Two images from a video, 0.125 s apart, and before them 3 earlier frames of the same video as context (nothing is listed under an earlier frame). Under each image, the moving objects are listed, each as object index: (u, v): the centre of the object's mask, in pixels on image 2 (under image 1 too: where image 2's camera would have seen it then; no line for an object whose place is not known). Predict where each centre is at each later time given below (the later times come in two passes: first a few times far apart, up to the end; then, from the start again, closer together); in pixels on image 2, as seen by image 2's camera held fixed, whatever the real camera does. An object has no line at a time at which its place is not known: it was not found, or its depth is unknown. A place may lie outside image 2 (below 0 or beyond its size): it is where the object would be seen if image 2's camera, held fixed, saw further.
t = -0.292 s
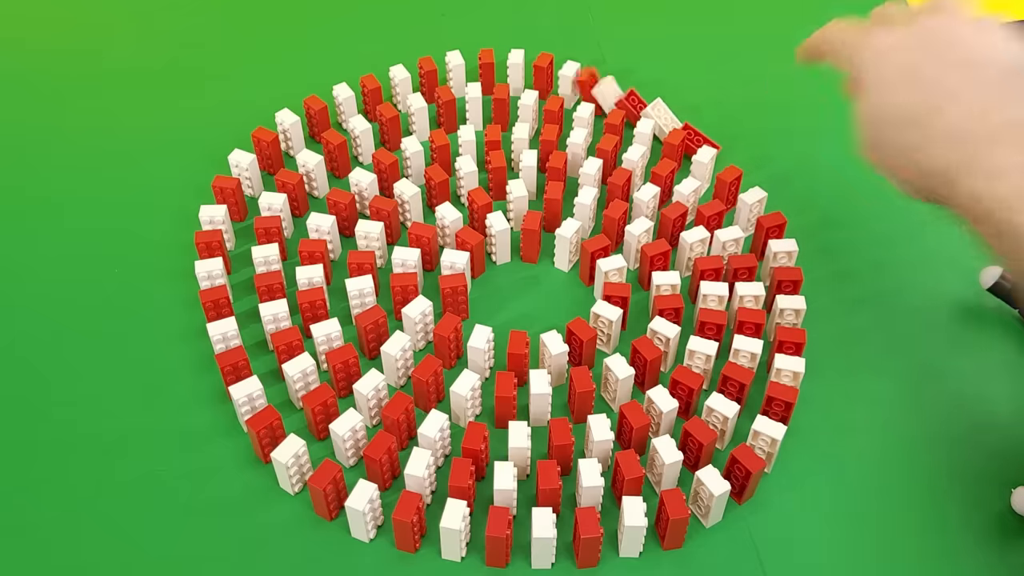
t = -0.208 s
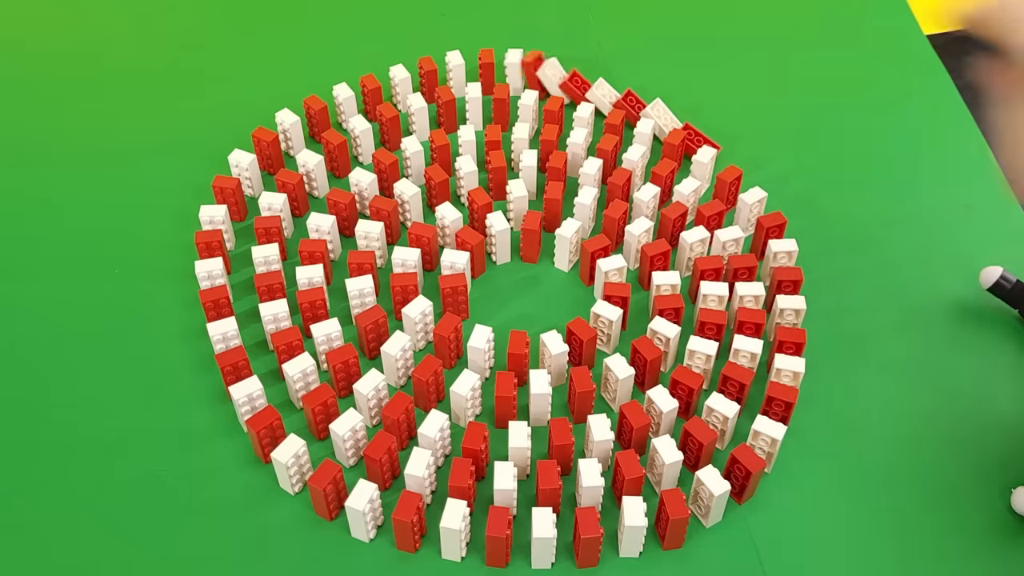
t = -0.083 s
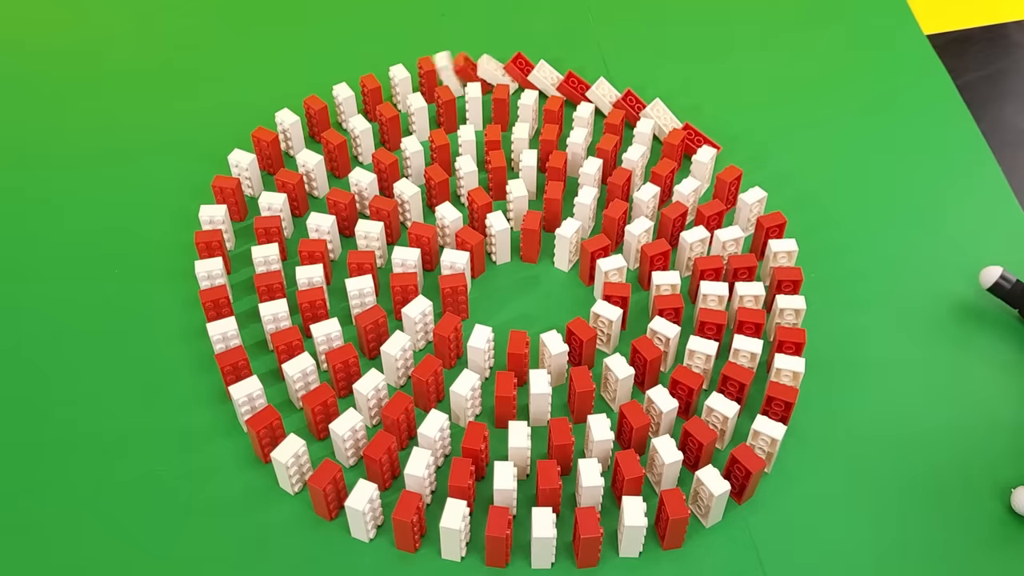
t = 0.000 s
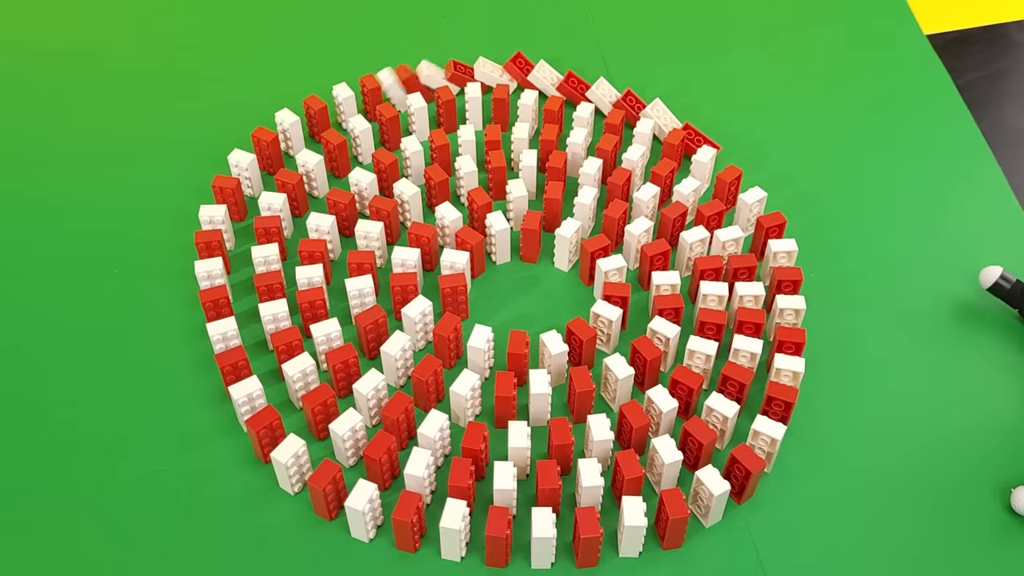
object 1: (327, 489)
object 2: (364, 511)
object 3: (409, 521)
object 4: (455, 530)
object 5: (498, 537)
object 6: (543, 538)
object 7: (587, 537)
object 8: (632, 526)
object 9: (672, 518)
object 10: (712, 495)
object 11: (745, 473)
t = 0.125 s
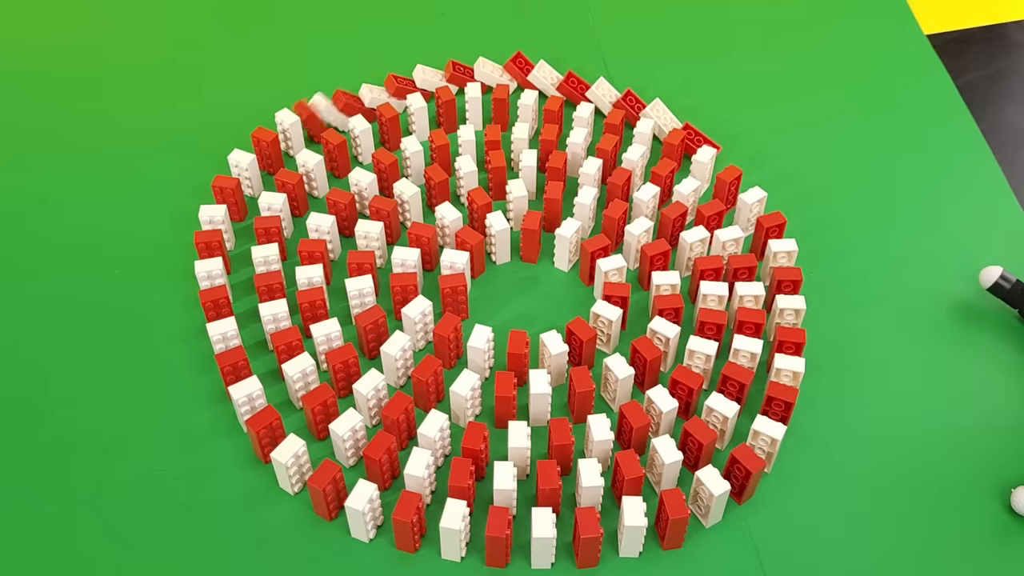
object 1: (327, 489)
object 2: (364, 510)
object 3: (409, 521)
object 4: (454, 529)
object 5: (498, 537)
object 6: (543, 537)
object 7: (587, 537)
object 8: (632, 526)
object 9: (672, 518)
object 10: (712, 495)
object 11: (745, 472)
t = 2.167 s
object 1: (358, 509)
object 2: (395, 533)
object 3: (446, 529)
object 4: (491, 537)
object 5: (537, 541)
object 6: (581, 540)
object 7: (627, 542)
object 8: (679, 519)
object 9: (722, 523)
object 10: (723, 472)
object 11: (780, 484)
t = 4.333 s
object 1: (358, 509)
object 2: (395, 534)
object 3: (446, 529)
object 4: (491, 537)
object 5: (537, 541)
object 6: (581, 540)
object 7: (627, 542)
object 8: (679, 519)
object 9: (722, 523)
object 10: (726, 473)
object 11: (781, 485)
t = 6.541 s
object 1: (358, 509)
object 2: (395, 534)
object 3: (446, 529)
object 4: (491, 537)
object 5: (537, 541)
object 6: (581, 540)
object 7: (627, 542)
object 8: (680, 519)
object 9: (722, 524)
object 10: (726, 473)
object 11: (781, 485)
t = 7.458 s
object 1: (358, 509)
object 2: (395, 534)
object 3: (446, 530)
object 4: (491, 538)
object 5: (537, 541)
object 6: (581, 540)
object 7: (628, 542)
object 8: (680, 519)
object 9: (722, 524)
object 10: (726, 473)
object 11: (781, 485)
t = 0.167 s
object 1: (327, 489)
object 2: (364, 510)
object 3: (409, 521)
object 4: (454, 529)
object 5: (498, 536)
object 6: (543, 537)
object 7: (587, 537)
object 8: (631, 526)
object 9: (672, 518)
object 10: (712, 495)
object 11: (745, 472)
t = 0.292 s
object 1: (327, 489)
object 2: (364, 510)
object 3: (409, 521)
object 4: (454, 529)
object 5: (498, 537)
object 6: (543, 537)
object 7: (587, 537)
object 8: (632, 526)
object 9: (672, 518)
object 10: (712, 495)
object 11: (745, 472)
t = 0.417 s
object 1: (327, 490)
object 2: (364, 511)
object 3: (409, 522)
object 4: (455, 530)
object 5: (498, 537)
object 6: (543, 538)
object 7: (587, 537)
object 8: (632, 526)
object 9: (672, 518)
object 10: (712, 495)
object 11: (745, 473)
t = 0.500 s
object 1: (327, 489)
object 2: (364, 510)
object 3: (409, 521)
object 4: (454, 529)
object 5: (498, 536)
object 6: (543, 537)
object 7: (587, 537)
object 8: (632, 526)
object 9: (672, 518)
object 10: (712, 494)
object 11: (745, 472)
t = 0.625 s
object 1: (327, 489)
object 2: (364, 510)
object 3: (409, 521)
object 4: (454, 529)
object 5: (498, 536)
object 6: (543, 537)
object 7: (587, 537)
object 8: (632, 526)
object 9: (672, 518)
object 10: (712, 494)
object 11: (745, 472)
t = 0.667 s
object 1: (327, 490)
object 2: (364, 511)
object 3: (409, 522)
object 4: (455, 530)
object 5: (498, 537)
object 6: (543, 538)
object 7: (587, 537)
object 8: (632, 526)
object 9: (672, 518)
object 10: (712, 495)
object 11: (745, 473)
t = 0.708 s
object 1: (328, 490)
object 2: (364, 511)
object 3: (409, 522)
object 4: (455, 530)
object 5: (498, 537)
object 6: (543, 538)
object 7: (587, 537)
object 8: (632, 526)
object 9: (672, 518)
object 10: (712, 495)
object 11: (745, 473)
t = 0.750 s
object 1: (333, 491)
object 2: (364, 510)
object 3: (409, 521)
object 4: (454, 529)
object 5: (498, 537)
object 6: (543, 538)
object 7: (587, 537)
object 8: (632, 526)
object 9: (672, 518)
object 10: (712, 495)
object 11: (745, 473)
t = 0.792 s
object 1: (341, 498)
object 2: (369, 510)
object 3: (409, 522)
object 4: (455, 530)
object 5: (498, 537)
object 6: (543, 538)
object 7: (587, 537)
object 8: (632, 526)
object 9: (672, 518)
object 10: (712, 495)
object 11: (745, 473)
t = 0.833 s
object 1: (352, 503)
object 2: (381, 519)
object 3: (414, 522)
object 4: (454, 529)
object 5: (498, 536)
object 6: (543, 537)
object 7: (587, 537)
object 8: (632, 526)
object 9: (672, 518)
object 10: (712, 494)
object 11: (745, 472)
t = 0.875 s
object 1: (357, 508)
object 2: (390, 527)
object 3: (427, 526)
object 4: (459, 528)
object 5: (498, 536)
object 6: (543, 537)
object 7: (587, 537)
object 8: (632, 526)
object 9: (672, 518)
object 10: (712, 495)
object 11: (745, 472)
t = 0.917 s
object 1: (358, 509)
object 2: (394, 532)
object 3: (439, 527)
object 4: (474, 532)
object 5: (504, 536)
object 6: (543, 537)
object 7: (587, 537)
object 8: (632, 526)
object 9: (672, 518)
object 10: (712, 495)
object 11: (745, 472)
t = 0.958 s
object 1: (358, 509)
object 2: (395, 534)
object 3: (444, 529)
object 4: (484, 534)
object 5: (517, 539)
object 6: (550, 536)
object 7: (587, 537)
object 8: (632, 526)
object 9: (672, 518)
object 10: (712, 495)
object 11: (745, 473)
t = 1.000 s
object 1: (358, 509)
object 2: (395, 534)
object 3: (446, 529)
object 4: (489, 537)
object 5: (528, 539)
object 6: (564, 537)
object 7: (597, 535)
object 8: (632, 526)
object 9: (672, 518)
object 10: (712, 495)
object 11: (745, 473)
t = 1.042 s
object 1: (358, 509)
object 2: (395, 533)
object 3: (446, 529)
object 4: (491, 538)
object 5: (534, 540)
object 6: (575, 539)
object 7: (610, 536)
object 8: (643, 523)
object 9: (673, 518)
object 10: (712, 495)
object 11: (745, 472)
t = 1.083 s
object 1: (358, 510)
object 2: (395, 534)
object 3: (446, 530)
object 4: (491, 538)
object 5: (536, 541)
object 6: (579, 540)
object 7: (619, 538)
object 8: (655, 521)
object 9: (682, 516)
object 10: (712, 495)
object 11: (745, 473)
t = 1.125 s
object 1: (358, 510)
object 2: (395, 534)
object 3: (446, 530)
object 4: (491, 538)
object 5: (537, 541)
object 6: (581, 540)
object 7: (623, 539)
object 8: (665, 520)
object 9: (697, 513)
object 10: (719, 485)
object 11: (746, 471)
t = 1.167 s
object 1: (358, 509)
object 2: (395, 533)
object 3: (446, 529)
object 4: (491, 537)
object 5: (537, 540)
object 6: (581, 540)
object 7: (624, 540)
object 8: (670, 521)
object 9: (707, 514)
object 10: (727, 476)
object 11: (751, 468)
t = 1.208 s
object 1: (358, 509)
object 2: (395, 534)
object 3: (446, 529)
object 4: (491, 538)
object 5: (537, 541)
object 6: (581, 540)
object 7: (625, 540)
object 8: (672, 521)
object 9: (710, 517)
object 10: (726, 474)
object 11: (759, 463)
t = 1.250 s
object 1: (358, 509)
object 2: (395, 533)
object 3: (446, 529)
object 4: (491, 537)
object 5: (537, 541)
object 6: (581, 540)
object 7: (625, 540)
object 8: (673, 521)
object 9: (711, 517)
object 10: (726, 472)
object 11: (765, 464)
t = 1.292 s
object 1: (358, 509)
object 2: (395, 534)
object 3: (446, 530)
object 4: (491, 538)
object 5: (537, 541)
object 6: (581, 540)
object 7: (625, 540)
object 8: (673, 521)
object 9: (712, 518)
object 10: (724, 471)
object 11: (768, 467)
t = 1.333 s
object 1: (358, 510)
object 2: (395, 534)
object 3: (446, 530)
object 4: (491, 538)
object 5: (537, 541)
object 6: (581, 540)
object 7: (625, 540)
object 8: (673, 521)
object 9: (713, 518)
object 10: (724, 470)
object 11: (774, 474)
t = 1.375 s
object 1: (358, 510)
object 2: (395, 534)
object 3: (446, 530)
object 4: (491, 538)
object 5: (537, 541)
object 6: (581, 540)
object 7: (625, 540)
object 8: (674, 521)
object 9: (713, 518)
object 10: (724, 470)
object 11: (779, 481)
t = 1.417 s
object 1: (358, 509)
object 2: (395, 533)
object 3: (446, 529)
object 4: (491, 537)
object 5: (537, 541)
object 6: (581, 540)
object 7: (626, 540)
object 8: (676, 519)
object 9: (717, 522)
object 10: (723, 471)
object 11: (780, 484)
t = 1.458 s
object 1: (358, 510)
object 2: (395, 534)
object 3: (446, 530)
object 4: (492, 538)
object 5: (537, 541)
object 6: (581, 540)
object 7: (627, 542)
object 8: (679, 519)
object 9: (721, 524)
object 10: (723, 472)
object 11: (780, 484)
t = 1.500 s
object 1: (358, 509)
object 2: (395, 533)
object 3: (446, 529)
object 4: (491, 537)
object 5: (537, 541)
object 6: (581, 540)
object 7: (627, 541)
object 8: (679, 519)
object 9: (722, 523)
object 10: (723, 472)
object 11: (780, 484)
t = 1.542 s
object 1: (358, 509)
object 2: (395, 534)
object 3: (446, 530)
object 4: (491, 538)
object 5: (537, 541)
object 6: (581, 540)
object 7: (627, 542)
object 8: (679, 519)
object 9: (722, 524)
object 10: (723, 472)
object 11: (780, 484)
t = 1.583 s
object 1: (358, 510)
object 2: (395, 534)
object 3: (446, 530)
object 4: (491, 538)
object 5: (537, 541)
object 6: (581, 540)
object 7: (627, 542)
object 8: (679, 519)
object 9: (722, 524)
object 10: (723, 472)
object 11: (780, 484)
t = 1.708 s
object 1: (358, 510)
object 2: (395, 534)
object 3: (446, 530)
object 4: (491, 538)
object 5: (537, 541)
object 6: (581, 540)
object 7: (627, 542)
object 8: (679, 519)
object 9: (722, 524)
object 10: (723, 472)
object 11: (780, 484)
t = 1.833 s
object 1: (358, 509)
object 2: (395, 533)
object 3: (446, 529)
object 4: (491, 537)
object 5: (537, 541)
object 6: (581, 540)
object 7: (627, 542)
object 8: (679, 519)
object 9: (722, 523)
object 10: (723, 472)
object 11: (780, 484)
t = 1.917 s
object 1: (358, 510)
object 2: (395, 534)
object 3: (446, 530)
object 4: (491, 538)
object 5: (537, 541)
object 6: (581, 540)
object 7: (627, 542)
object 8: (679, 519)
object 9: (722, 524)
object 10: (723, 472)
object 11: (780, 484)
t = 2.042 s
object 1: (358, 509)
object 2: (395, 533)
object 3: (446, 529)
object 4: (491, 538)
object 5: (537, 541)
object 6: (581, 540)
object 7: (627, 542)
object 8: (679, 519)
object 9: (722, 523)
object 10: (723, 472)
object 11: (780, 484)
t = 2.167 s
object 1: (358, 509)
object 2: (395, 533)
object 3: (446, 529)
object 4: (491, 537)
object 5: (537, 541)
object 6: (581, 540)
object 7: (627, 542)
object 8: (679, 519)
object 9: (722, 523)
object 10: (723, 472)
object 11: (780, 484)
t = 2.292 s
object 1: (358, 510)
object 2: (395, 534)
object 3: (446, 530)
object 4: (491, 538)
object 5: (537, 541)
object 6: (581, 540)
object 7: (627, 542)
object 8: (679, 520)
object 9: (722, 524)
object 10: (723, 472)
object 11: (780, 484)
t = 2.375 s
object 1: (358, 509)
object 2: (395, 533)
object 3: (446, 529)
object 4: (491, 537)
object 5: (537, 541)
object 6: (581, 540)
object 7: (627, 541)
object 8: (679, 519)
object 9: (722, 523)
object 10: (723, 472)
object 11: (780, 484)
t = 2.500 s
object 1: (358, 509)
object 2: (395, 534)
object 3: (446, 529)
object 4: (491, 538)
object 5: (537, 541)
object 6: (581, 540)
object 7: (627, 542)
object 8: (679, 519)
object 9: (722, 524)
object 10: (723, 472)
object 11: (780, 484)
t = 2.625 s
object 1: (358, 510)
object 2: (395, 534)
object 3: (446, 530)
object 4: (491, 538)
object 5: (537, 541)
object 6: (581, 540)
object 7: (627, 542)
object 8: (679, 520)
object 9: (722, 524)
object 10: (723, 472)
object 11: (780, 484)
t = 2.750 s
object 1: (358, 509)
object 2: (395, 533)
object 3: (446, 529)
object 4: (491, 537)
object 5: (537, 541)
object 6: (581, 540)
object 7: (627, 541)
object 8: (679, 519)
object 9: (722, 523)
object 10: (723, 472)
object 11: (780, 484)
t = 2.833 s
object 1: (358, 510)
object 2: (395, 534)
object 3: (446, 530)
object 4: (491, 538)
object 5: (537, 541)
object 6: (581, 540)
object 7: (627, 542)
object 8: (679, 520)
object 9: (722, 524)
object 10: (723, 472)
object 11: (780, 484)
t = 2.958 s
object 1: (358, 510)
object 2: (395, 534)
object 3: (446, 529)
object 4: (491, 538)
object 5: (537, 541)
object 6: (581, 540)
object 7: (627, 542)
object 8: (679, 520)
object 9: (722, 524)
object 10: (723, 472)
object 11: (780, 484)
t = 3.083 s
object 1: (358, 509)
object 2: (395, 534)
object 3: (446, 529)
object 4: (491, 537)
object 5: (537, 541)
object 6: (581, 540)
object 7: (627, 542)
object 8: (679, 519)
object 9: (722, 524)
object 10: (725, 472)
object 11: (780, 484)
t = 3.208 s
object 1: (358, 509)
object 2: (395, 534)
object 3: (446, 529)
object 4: (491, 538)
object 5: (537, 541)
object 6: (581, 540)
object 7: (627, 542)
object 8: (679, 520)
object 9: (722, 524)
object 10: (726, 473)
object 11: (780, 485)
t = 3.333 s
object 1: (358, 509)
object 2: (395, 534)
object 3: (446, 529)
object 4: (491, 538)
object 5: (537, 541)
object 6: (581, 540)
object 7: (627, 542)
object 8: (679, 520)
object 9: (722, 524)
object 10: (726, 473)
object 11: (780, 485)
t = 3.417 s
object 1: (358, 510)
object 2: (395, 534)
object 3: (446, 530)
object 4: (491, 538)
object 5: (537, 541)
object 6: (581, 540)
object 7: (627, 542)
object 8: (679, 519)
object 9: (722, 524)
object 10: (726, 473)
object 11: (780, 485)
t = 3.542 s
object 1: (358, 509)
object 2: (395, 534)
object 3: (446, 529)
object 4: (491, 537)
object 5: (537, 541)
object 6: (581, 540)
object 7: (627, 541)
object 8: (679, 519)
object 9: (722, 523)
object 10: (726, 473)
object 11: (781, 485)
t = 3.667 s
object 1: (358, 510)
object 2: (395, 534)
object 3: (446, 530)
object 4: (491, 538)
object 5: (537, 541)
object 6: (581, 540)
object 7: (627, 542)
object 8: (679, 519)
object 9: (722, 524)
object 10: (726, 473)
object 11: (781, 485)
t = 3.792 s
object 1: (358, 509)
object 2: (395, 534)
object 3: (446, 529)
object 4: (491, 537)
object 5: (537, 541)
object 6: (581, 540)
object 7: (627, 541)
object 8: (679, 519)
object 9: (722, 523)
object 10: (726, 473)
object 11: (781, 485)
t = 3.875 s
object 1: (358, 509)
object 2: (395, 534)
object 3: (446, 529)
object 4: (491, 537)
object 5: (537, 541)
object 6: (581, 540)
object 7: (627, 542)
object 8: (679, 519)
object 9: (722, 523)
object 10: (726, 473)
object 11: (781, 485)
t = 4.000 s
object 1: (358, 509)
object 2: (395, 534)
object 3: (446, 529)
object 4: (491, 538)
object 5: (537, 541)
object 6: (581, 540)
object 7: (627, 542)
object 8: (679, 519)
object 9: (722, 523)
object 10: (726, 473)
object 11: (781, 485)
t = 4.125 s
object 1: (358, 509)
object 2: (395, 534)
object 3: (446, 529)
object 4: (491, 538)
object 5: (537, 541)
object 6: (581, 540)
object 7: (627, 542)
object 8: (679, 520)
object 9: (722, 524)
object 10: (726, 473)
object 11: (781, 485)
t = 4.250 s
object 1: (358, 509)
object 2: (395, 534)
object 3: (446, 530)
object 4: (491, 538)
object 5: (537, 541)
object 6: (581, 540)
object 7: (627, 542)
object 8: (679, 519)
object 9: (722, 524)
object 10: (726, 473)
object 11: (781, 485)
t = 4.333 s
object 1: (358, 509)
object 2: (395, 534)
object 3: (446, 529)
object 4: (491, 537)
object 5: (537, 541)
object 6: (581, 540)
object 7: (627, 542)
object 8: (679, 519)
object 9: (722, 523)
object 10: (726, 473)
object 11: (781, 485)
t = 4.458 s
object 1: (358, 509)
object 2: (395, 534)
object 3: (446, 530)
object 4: (491, 538)
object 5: (537, 541)
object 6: (581, 540)
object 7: (627, 542)
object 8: (679, 520)
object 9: (722, 524)
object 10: (726, 473)
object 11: (781, 485)
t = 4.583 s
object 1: (358, 509)
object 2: (395, 534)
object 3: (446, 529)
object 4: (491, 537)
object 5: (537, 541)
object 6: (581, 540)
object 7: (627, 542)
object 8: (679, 519)
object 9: (722, 523)
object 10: (726, 473)
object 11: (781, 485)
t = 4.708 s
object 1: (358, 509)
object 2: (395, 534)
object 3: (446, 529)
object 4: (491, 537)
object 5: (537, 541)
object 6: (581, 540)
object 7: (627, 542)
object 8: (679, 519)
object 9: (722, 524)
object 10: (726, 473)
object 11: (781, 485)
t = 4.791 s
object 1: (358, 509)
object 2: (395, 533)
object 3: (446, 529)
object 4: (491, 537)
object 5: (537, 541)
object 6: (581, 540)
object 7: (627, 542)
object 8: (679, 519)
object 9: (722, 524)
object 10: (726, 473)
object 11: (781, 485)
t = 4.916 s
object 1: (358, 509)
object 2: (395, 533)
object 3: (446, 529)
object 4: (491, 537)
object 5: (537, 541)
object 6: (581, 540)
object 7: (627, 542)
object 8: (679, 519)
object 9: (722, 524)
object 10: (727, 473)
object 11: (781, 485)
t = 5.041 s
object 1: (358, 509)
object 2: (395, 534)
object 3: (446, 529)
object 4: (491, 537)
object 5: (537, 541)
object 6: (581, 540)
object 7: (628, 542)
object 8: (679, 519)
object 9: (722, 524)
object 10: (727, 473)
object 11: (781, 485)
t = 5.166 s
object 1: (358, 509)
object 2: (395, 534)
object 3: (446, 530)
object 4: (491, 538)
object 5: (537, 541)
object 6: (581, 540)
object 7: (627, 542)
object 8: (679, 519)
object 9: (722, 524)
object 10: (727, 473)
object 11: (781, 485)
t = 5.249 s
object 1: (358, 509)
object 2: (395, 534)
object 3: (446, 529)
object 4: (491, 537)
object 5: (537, 541)
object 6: (581, 540)
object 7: (628, 542)
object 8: (679, 519)
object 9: (722, 524)
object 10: (727, 473)
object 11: (781, 485)
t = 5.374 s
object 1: (358, 509)
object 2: (395, 534)
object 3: (446, 529)
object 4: (491, 537)
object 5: (537, 541)
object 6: (581, 540)
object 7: (627, 542)
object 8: (679, 519)
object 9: (722, 524)
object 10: (726, 473)
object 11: (781, 485)
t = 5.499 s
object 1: (358, 509)
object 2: (395, 534)
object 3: (446, 530)
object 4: (491, 538)
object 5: (537, 541)
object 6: (581, 540)
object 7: (628, 542)
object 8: (680, 519)
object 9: (722, 524)
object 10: (726, 473)
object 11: (781, 485)
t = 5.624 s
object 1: (358, 509)
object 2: (395, 534)
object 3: (446, 529)
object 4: (491, 537)
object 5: (537, 541)
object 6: (581, 540)
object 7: (627, 542)
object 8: (680, 519)
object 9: (722, 524)
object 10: (726, 473)
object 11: (781, 485)
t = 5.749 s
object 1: (358, 509)
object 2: (395, 534)
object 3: (446, 529)
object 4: (491, 537)
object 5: (537, 541)
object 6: (581, 540)
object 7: (628, 542)
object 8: (680, 519)
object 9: (722, 524)
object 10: (726, 473)
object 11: (781, 485)
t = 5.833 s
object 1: (358, 509)
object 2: (395, 534)
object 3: (446, 529)
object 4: (491, 537)
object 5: (537, 541)
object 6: (581, 540)
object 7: (628, 542)
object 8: (680, 519)
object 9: (722, 524)
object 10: (726, 473)
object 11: (781, 485)
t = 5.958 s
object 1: (358, 509)
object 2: (395, 534)
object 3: (446, 530)
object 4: (491, 538)
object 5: (537, 541)
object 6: (581, 540)
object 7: (628, 542)
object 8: (680, 519)
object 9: (722, 524)
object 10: (726, 473)
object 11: (781, 485)
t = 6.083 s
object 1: (358, 509)
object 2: (395, 534)
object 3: (446, 529)
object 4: (491, 537)
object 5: (537, 541)
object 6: (581, 540)
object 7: (627, 542)
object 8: (680, 519)
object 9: (722, 524)
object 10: (726, 473)
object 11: (781, 485)
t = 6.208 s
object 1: (358, 509)
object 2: (395, 534)
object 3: (446, 529)
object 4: (491, 537)
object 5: (537, 541)
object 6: (581, 540)
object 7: (628, 542)
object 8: (680, 519)
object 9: (722, 524)
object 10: (726, 473)
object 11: (781, 485)
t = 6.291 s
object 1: (358, 509)
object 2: (395, 534)
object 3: (446, 530)
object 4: (491, 538)
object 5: (537, 541)
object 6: (581, 540)
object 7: (628, 542)
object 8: (680, 519)
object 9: (722, 524)
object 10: (726, 473)
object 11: (781, 485)
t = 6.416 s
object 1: (358, 509)
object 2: (395, 534)
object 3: (446, 529)
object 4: (491, 537)
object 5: (537, 541)
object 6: (581, 540)
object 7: (627, 542)
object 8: (680, 519)
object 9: (722, 524)
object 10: (726, 473)
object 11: (781, 485)
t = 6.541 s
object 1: (358, 509)
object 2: (395, 534)
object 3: (446, 529)
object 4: (491, 537)
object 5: (537, 541)
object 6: (581, 540)
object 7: (627, 542)
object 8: (680, 519)
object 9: (722, 524)
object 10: (726, 473)
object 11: (781, 485)
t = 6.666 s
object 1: (358, 509)
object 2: (395, 534)
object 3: (446, 530)
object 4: (491, 538)
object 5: (537, 541)
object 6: (581, 540)
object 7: (628, 542)
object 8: (680, 519)
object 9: (722, 524)
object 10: (726, 473)
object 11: (781, 485)
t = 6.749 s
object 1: (358, 509)
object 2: (395, 534)
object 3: (446, 530)
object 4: (491, 538)
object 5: (537, 541)
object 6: (581, 540)
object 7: (628, 542)
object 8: (680, 519)
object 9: (722, 524)
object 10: (726, 473)
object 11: (781, 485)
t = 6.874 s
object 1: (358, 509)
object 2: (395, 534)
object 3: (446, 530)
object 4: (491, 538)
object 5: (537, 541)
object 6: (581, 540)
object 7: (627, 542)
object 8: (680, 519)
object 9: (722, 524)
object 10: (726, 473)
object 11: (781, 485)
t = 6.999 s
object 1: (358, 509)
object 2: (395, 534)
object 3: (446, 530)
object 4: (491, 538)
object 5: (537, 541)
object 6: (581, 540)
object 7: (628, 542)
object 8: (680, 519)
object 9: (722, 524)
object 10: (726, 473)
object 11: (781, 485)
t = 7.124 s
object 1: (358, 509)
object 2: (395, 534)
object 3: (446, 529)
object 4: (491, 537)
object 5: (537, 541)
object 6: (581, 540)
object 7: (628, 542)
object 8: (680, 519)
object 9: (722, 524)
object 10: (726, 473)
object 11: (781, 485)
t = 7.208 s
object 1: (358, 509)
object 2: (395, 534)
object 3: (446, 530)
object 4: (491, 537)
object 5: (537, 541)
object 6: (581, 540)
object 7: (627, 542)
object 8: (680, 519)
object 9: (722, 524)
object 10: (726, 473)
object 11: (781, 485)
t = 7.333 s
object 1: (358, 509)
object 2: (395, 534)
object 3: (446, 530)
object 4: (491, 538)
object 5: (537, 541)
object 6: (581, 540)
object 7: (628, 542)
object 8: (680, 519)
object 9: (722, 524)
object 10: (726, 473)
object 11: (781, 485)
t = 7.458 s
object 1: (358, 509)
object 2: (395, 534)
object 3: (446, 530)
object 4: (491, 538)
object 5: (537, 541)
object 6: (581, 540)
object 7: (628, 542)
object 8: (680, 519)
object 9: (722, 524)
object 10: (726, 473)
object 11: (781, 485)
